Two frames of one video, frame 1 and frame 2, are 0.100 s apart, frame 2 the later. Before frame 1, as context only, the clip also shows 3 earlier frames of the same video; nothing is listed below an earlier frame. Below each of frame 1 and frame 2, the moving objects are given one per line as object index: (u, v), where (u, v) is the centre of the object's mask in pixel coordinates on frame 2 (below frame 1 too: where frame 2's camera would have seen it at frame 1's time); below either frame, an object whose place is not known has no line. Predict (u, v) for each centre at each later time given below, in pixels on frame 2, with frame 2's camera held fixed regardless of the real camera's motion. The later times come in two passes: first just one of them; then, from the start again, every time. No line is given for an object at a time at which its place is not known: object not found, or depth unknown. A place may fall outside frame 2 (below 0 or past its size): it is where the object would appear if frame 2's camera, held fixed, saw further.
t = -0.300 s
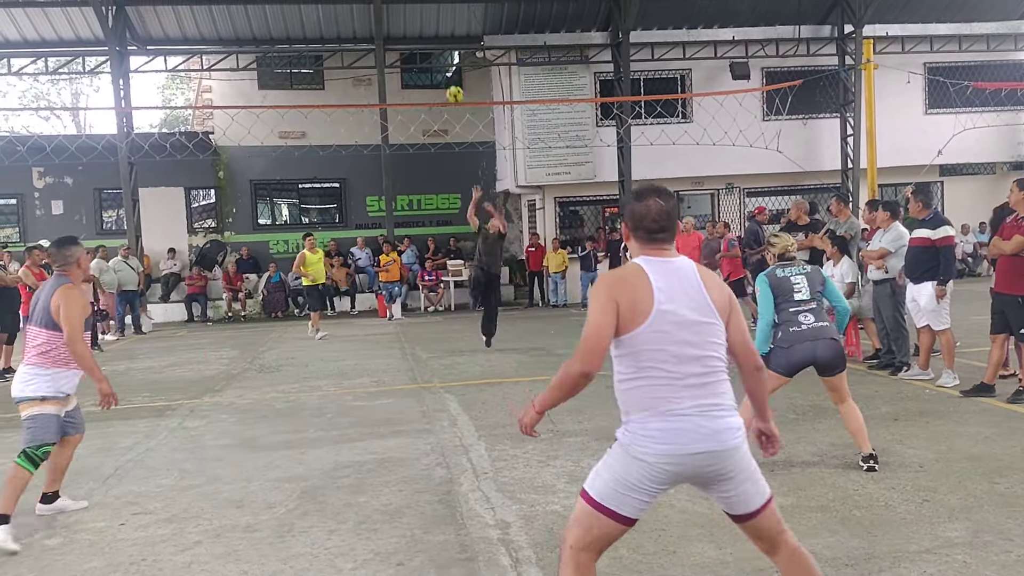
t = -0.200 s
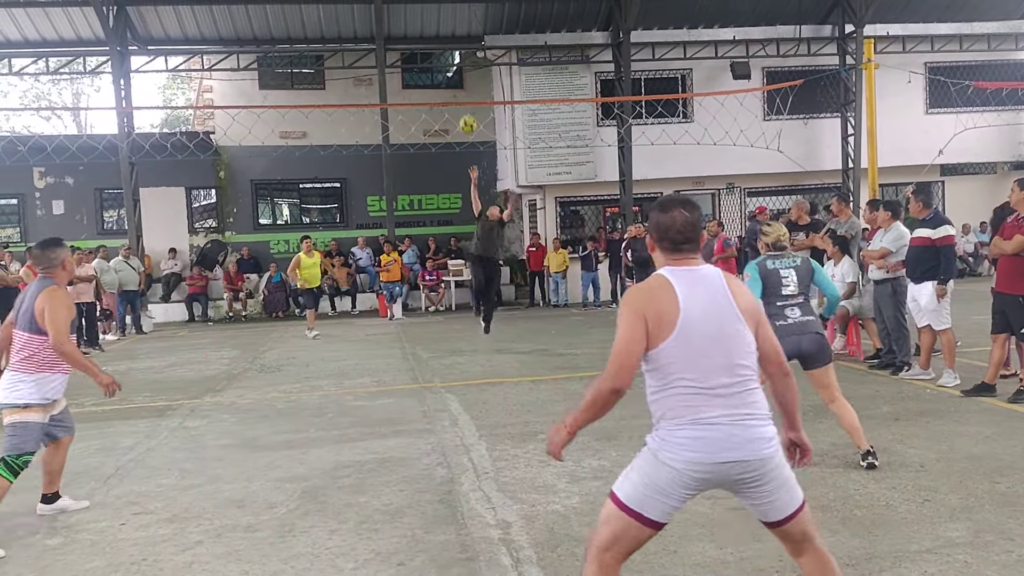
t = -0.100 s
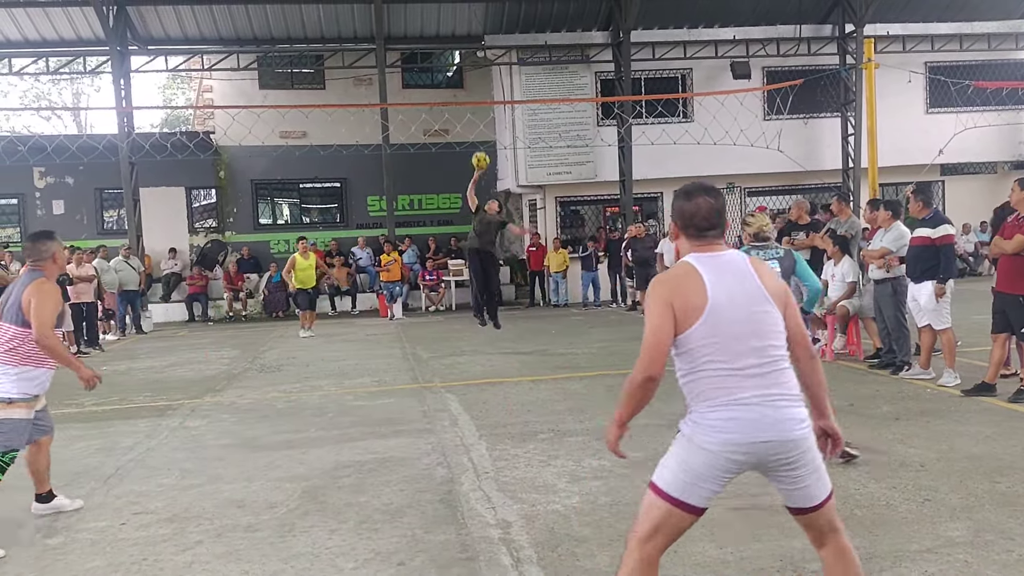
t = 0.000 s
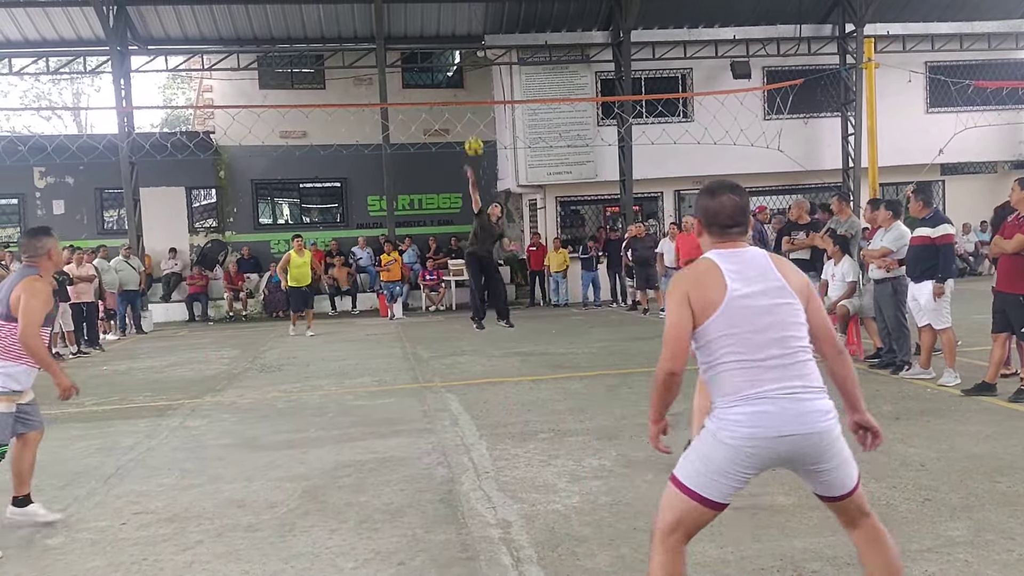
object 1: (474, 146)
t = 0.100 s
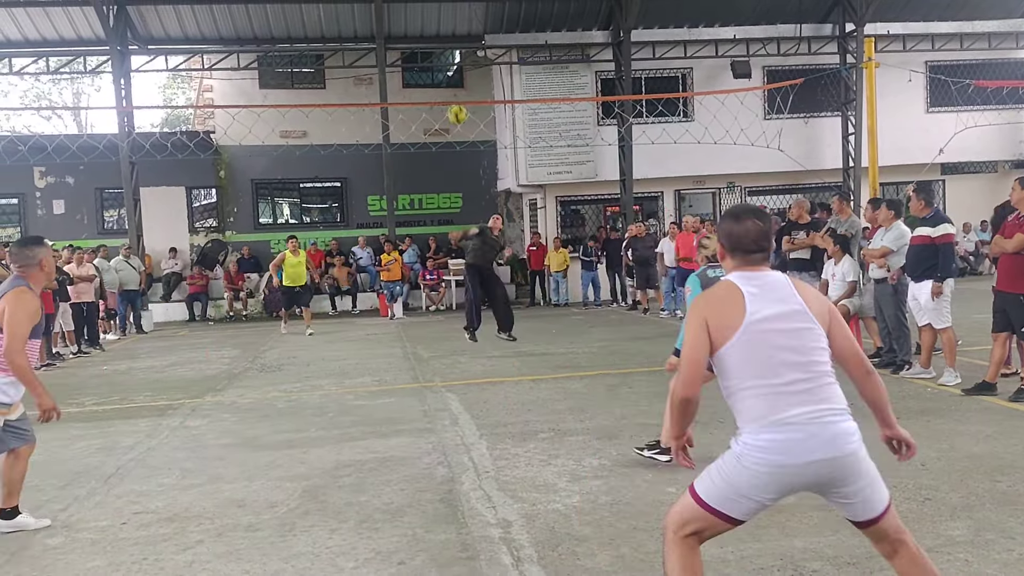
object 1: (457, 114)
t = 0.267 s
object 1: (425, 68)
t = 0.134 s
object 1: (451, 104)
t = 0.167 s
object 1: (445, 94)
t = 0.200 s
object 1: (438, 85)
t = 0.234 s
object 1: (432, 76)
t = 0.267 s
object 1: (425, 68)
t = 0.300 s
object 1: (418, 60)
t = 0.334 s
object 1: (410, 52)
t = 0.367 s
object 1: (403, 46)
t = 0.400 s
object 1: (396, 39)
